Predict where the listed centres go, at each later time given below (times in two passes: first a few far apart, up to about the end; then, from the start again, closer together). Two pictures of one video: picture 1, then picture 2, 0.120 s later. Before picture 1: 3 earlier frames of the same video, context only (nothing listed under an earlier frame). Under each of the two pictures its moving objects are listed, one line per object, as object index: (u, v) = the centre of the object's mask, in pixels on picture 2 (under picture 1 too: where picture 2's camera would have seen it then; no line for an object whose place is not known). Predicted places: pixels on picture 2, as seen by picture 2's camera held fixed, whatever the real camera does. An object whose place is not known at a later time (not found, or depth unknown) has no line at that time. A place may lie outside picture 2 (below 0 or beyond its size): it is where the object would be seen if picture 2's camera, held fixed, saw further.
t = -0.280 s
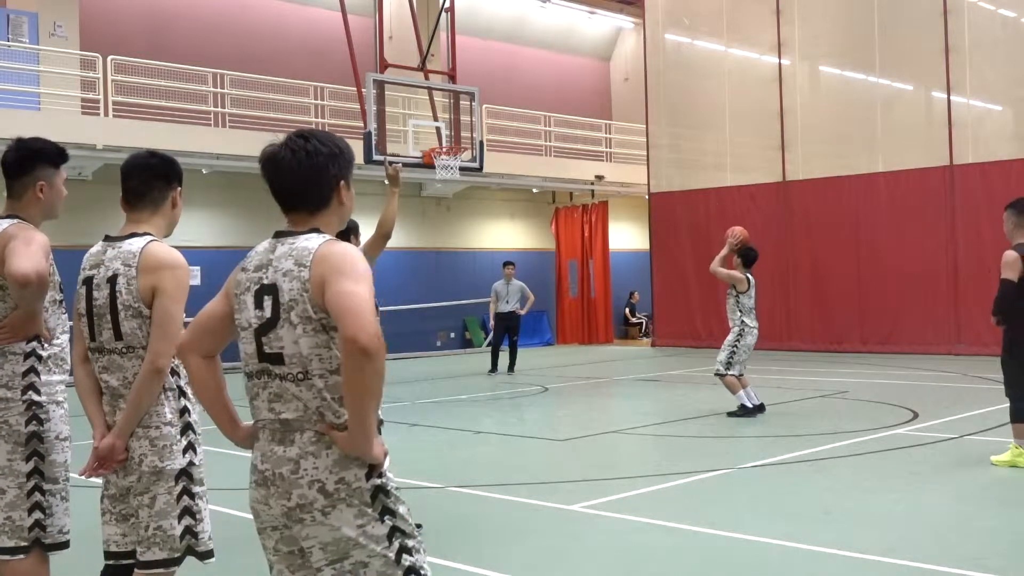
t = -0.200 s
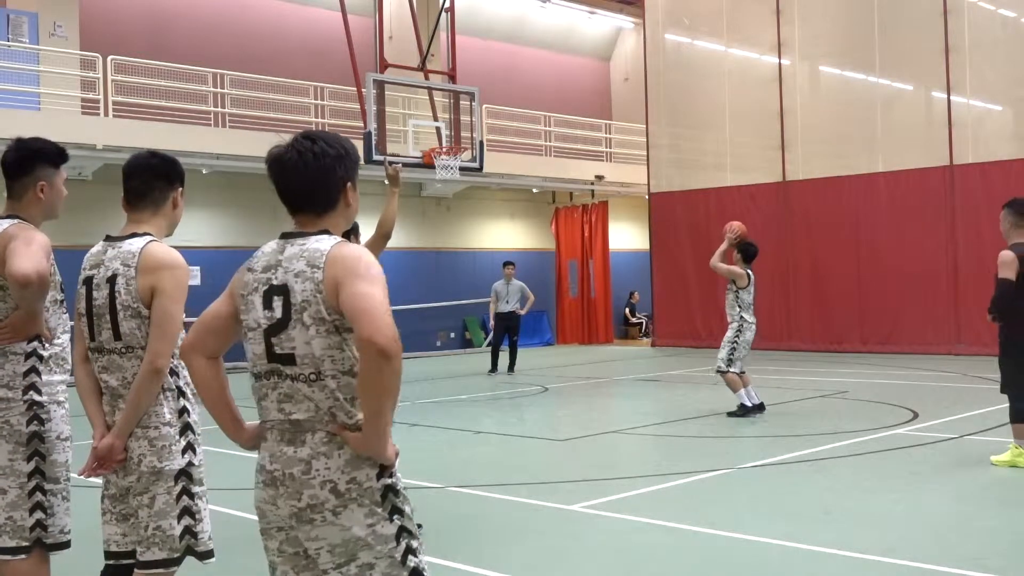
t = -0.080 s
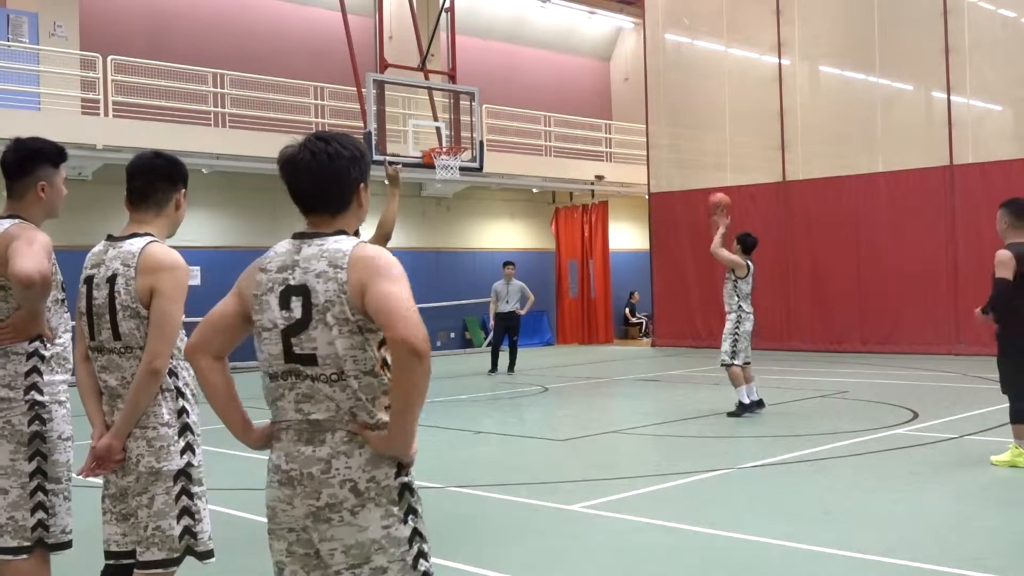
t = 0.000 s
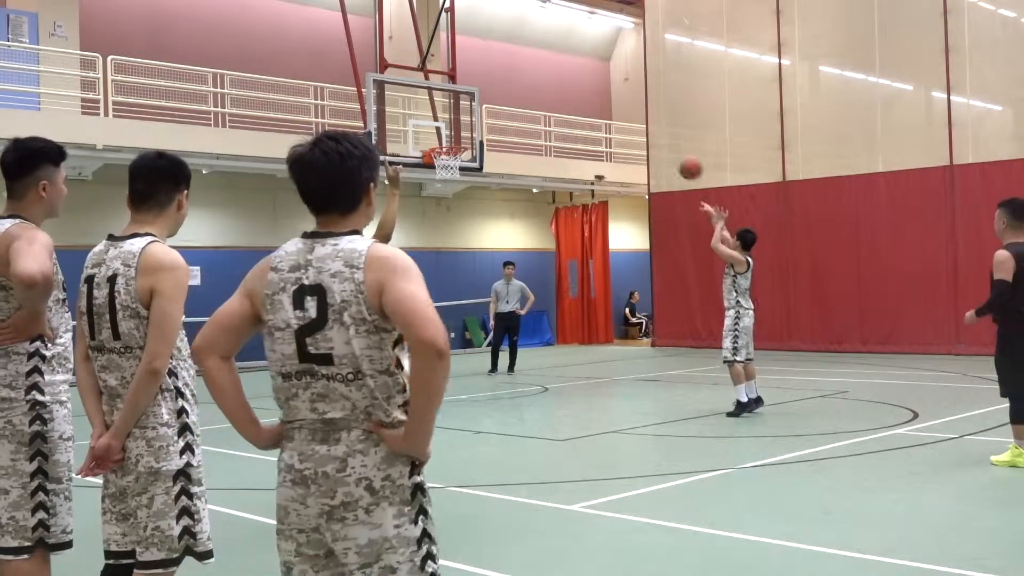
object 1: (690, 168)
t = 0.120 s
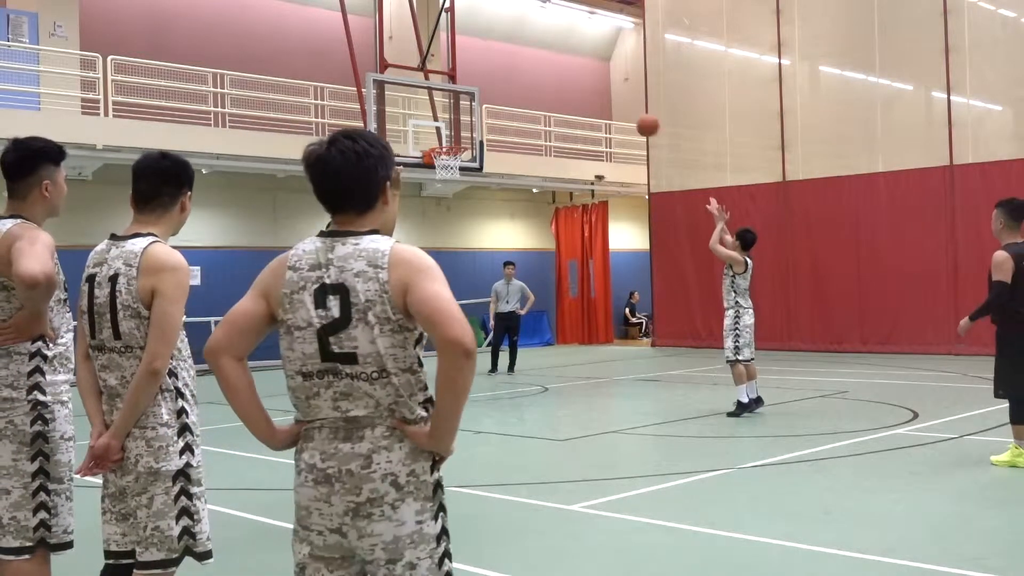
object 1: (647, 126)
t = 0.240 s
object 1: (608, 99)
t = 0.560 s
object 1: (515, 92)
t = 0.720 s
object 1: (476, 118)
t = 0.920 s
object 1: (445, 132)
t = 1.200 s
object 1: (440, 126)
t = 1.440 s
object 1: (457, 140)
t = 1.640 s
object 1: (447, 148)
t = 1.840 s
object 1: (442, 182)
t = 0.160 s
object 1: (634, 116)
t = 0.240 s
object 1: (608, 99)
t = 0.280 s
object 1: (595, 93)
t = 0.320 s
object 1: (583, 88)
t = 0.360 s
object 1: (570, 85)
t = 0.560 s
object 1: (515, 92)
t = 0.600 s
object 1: (505, 96)
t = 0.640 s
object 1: (495, 102)
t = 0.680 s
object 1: (486, 110)
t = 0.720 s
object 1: (476, 118)
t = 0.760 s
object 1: (467, 126)
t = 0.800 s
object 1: (459, 137)
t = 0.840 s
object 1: (455, 135)
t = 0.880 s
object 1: (449, 133)
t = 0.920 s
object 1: (445, 132)
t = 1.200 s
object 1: (440, 126)
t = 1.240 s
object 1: (444, 127)
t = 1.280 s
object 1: (447, 128)
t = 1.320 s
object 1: (451, 129)
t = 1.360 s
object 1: (454, 133)
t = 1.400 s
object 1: (458, 138)
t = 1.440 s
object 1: (457, 140)
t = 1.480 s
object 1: (456, 140)
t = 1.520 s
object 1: (453, 140)
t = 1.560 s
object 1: (451, 141)
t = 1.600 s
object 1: (450, 144)
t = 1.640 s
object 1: (447, 148)
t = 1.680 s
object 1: (444, 149)
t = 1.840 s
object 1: (442, 182)
